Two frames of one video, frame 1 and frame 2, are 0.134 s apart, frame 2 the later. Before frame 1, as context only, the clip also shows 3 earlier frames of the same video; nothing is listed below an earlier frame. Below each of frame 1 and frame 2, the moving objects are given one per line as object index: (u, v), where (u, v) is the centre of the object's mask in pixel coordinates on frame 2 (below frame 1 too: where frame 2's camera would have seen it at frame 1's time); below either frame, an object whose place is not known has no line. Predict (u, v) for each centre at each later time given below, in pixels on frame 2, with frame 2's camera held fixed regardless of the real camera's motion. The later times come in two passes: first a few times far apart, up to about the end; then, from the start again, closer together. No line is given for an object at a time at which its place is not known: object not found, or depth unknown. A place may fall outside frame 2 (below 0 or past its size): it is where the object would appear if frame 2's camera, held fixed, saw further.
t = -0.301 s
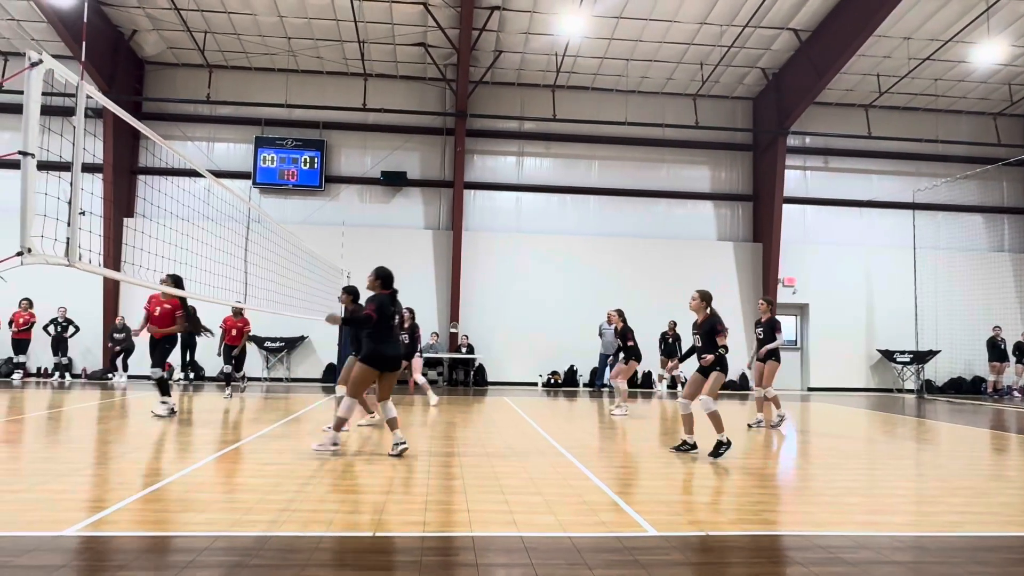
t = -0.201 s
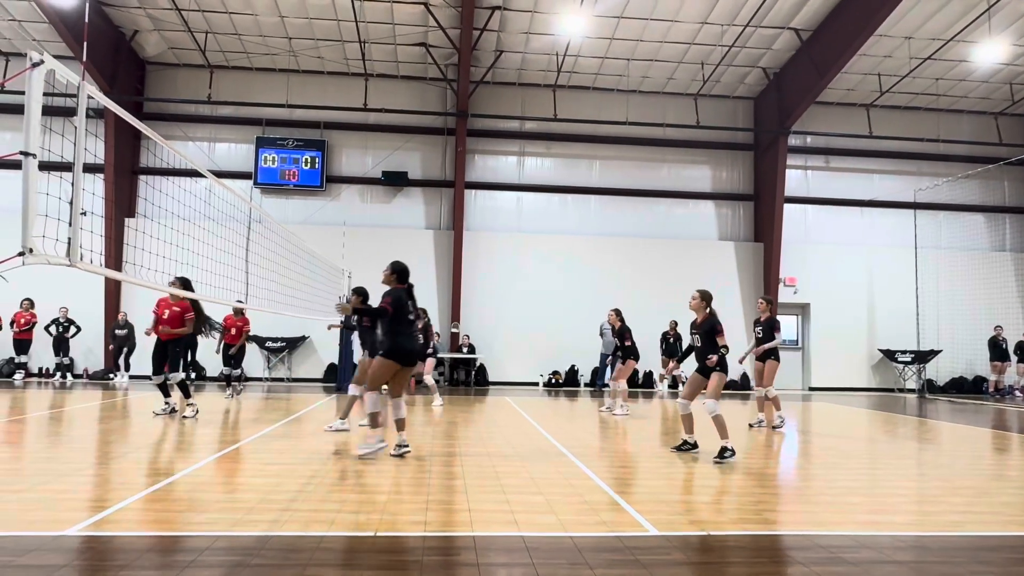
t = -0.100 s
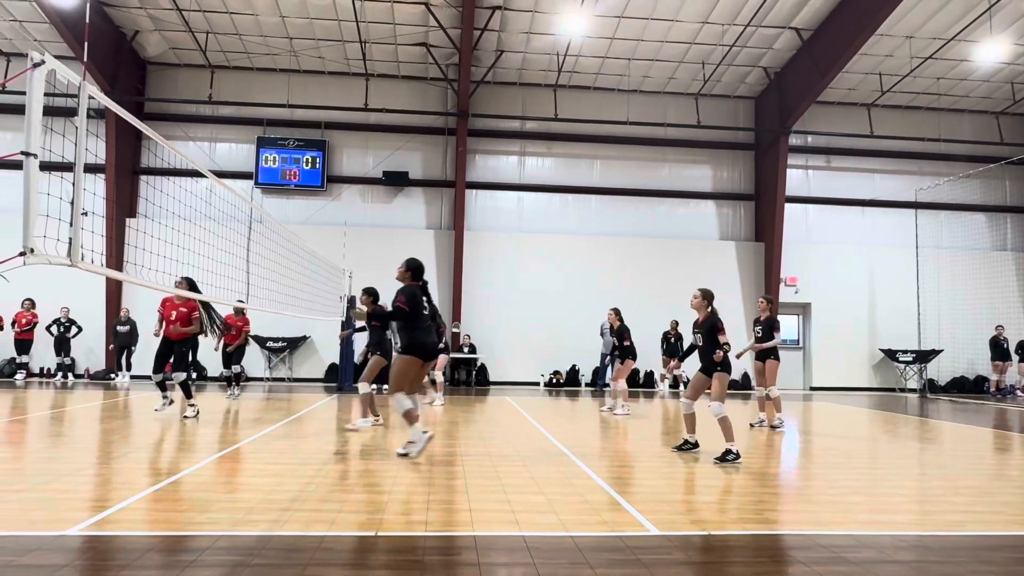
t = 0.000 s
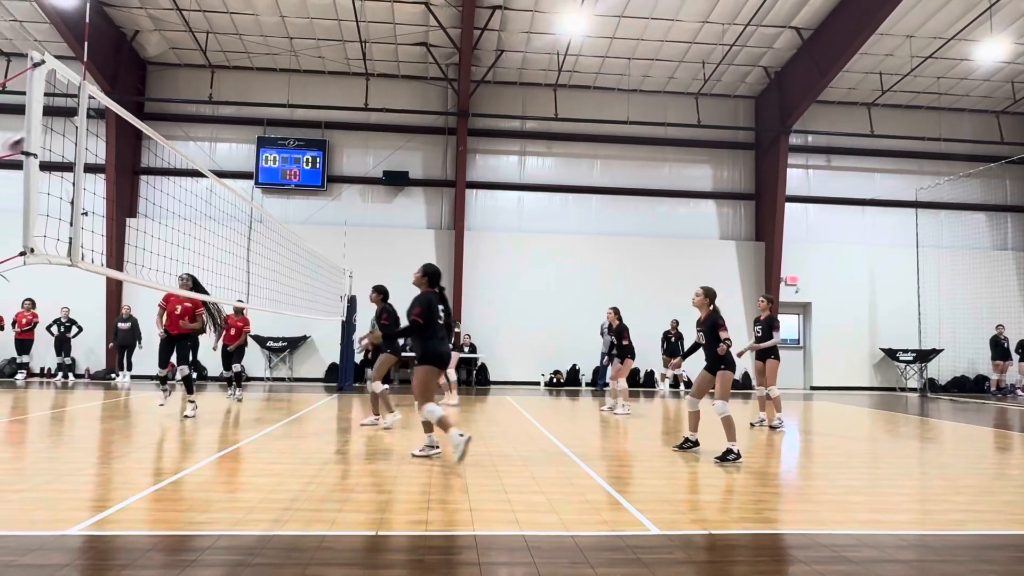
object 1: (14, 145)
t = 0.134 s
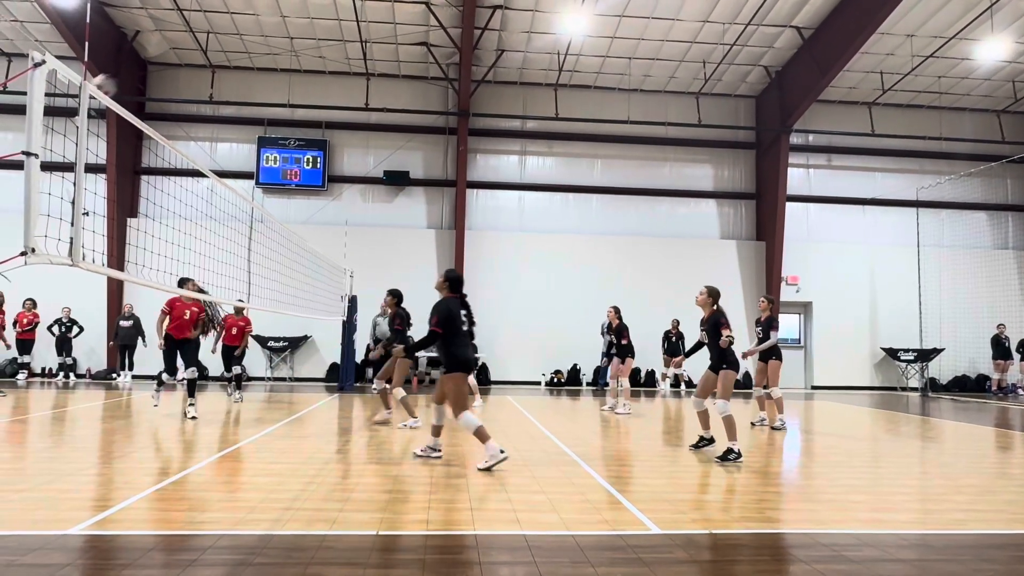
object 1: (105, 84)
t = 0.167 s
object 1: (121, 76)
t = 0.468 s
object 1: (273, 34)
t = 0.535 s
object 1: (307, 35)
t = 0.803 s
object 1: (412, 79)
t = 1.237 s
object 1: (549, 253)
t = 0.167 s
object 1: (121, 76)
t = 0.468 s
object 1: (273, 34)
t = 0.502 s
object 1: (290, 33)
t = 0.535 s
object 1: (307, 35)
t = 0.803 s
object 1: (412, 79)
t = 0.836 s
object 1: (423, 88)
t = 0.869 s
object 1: (435, 97)
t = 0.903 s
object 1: (447, 109)
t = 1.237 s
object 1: (549, 253)
